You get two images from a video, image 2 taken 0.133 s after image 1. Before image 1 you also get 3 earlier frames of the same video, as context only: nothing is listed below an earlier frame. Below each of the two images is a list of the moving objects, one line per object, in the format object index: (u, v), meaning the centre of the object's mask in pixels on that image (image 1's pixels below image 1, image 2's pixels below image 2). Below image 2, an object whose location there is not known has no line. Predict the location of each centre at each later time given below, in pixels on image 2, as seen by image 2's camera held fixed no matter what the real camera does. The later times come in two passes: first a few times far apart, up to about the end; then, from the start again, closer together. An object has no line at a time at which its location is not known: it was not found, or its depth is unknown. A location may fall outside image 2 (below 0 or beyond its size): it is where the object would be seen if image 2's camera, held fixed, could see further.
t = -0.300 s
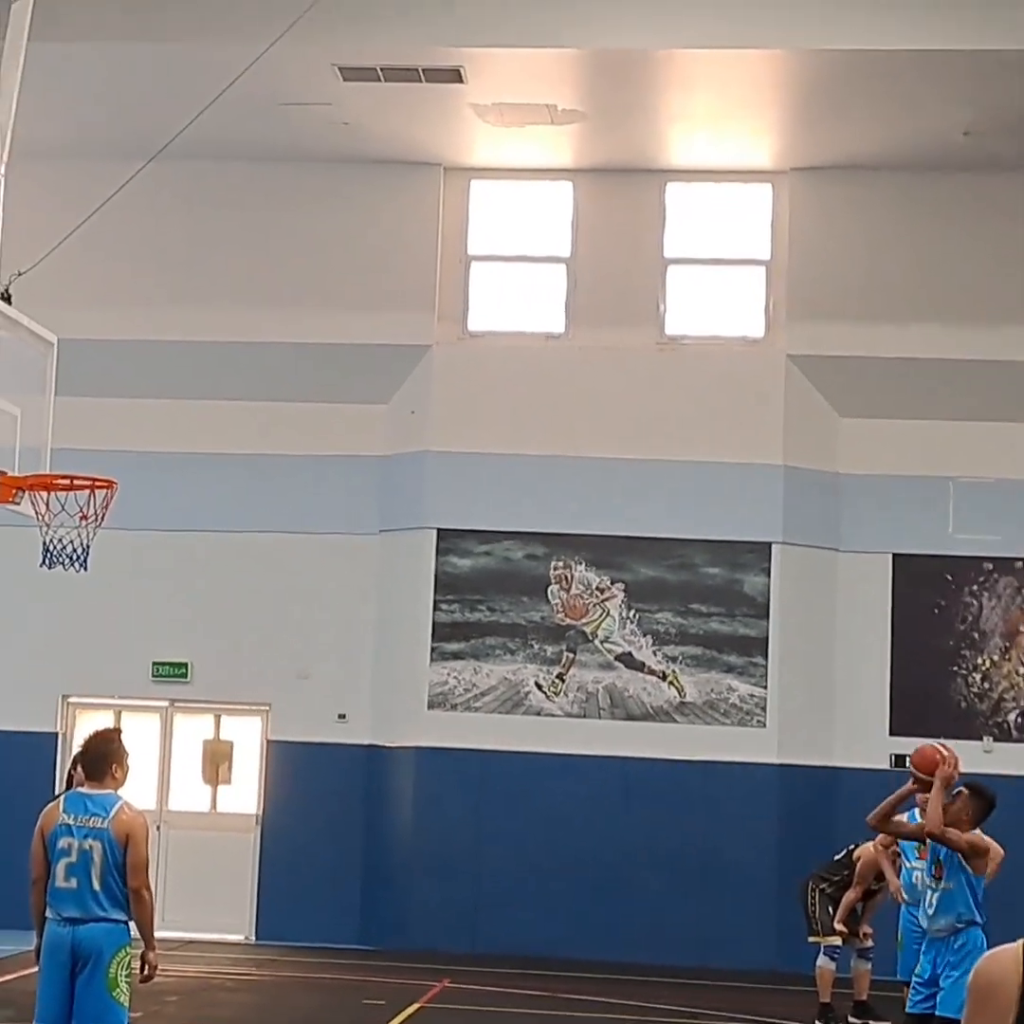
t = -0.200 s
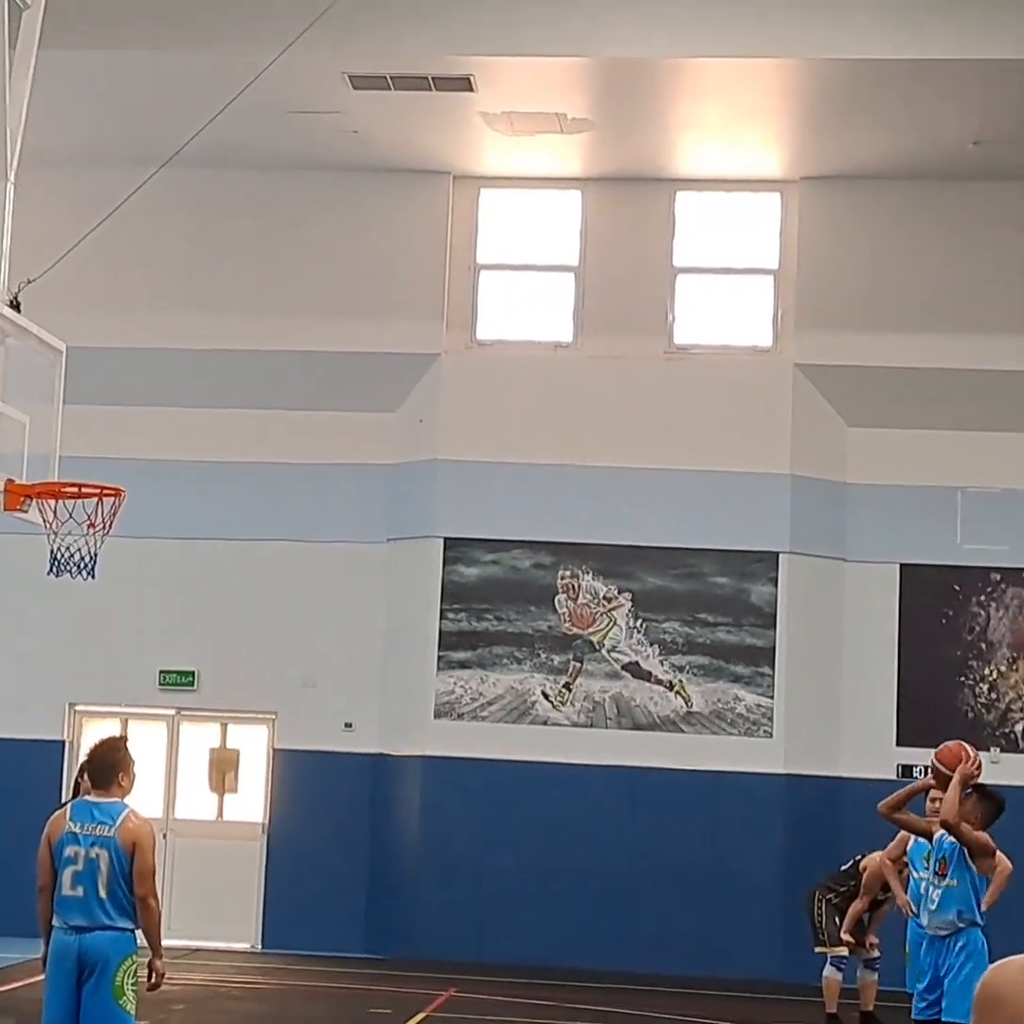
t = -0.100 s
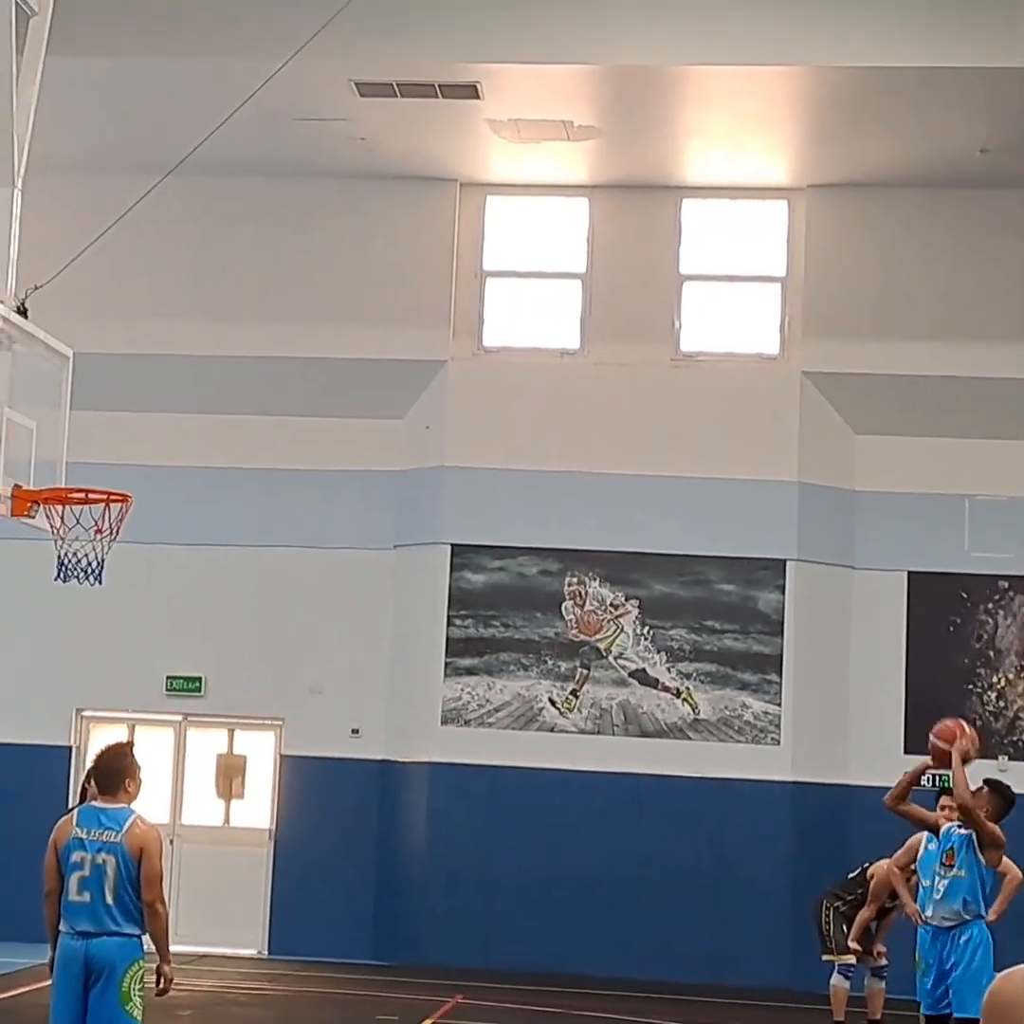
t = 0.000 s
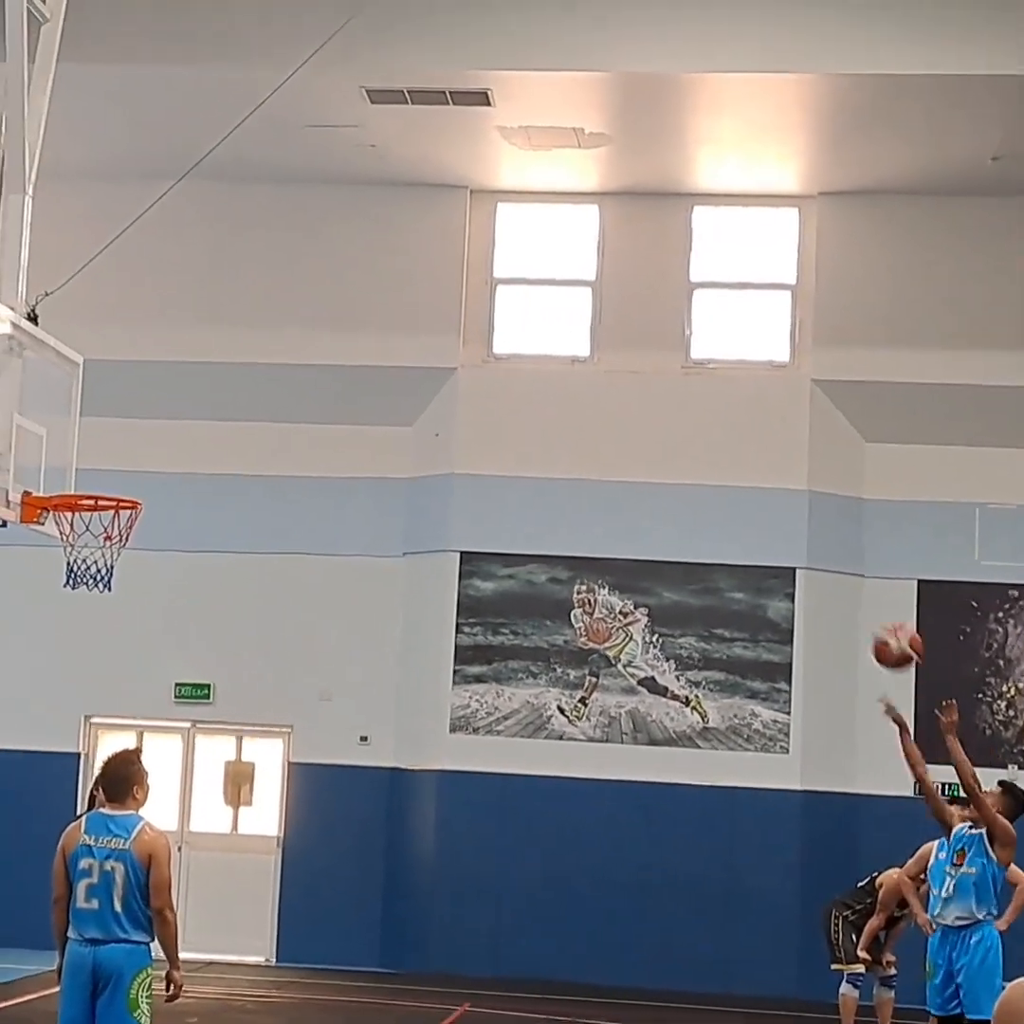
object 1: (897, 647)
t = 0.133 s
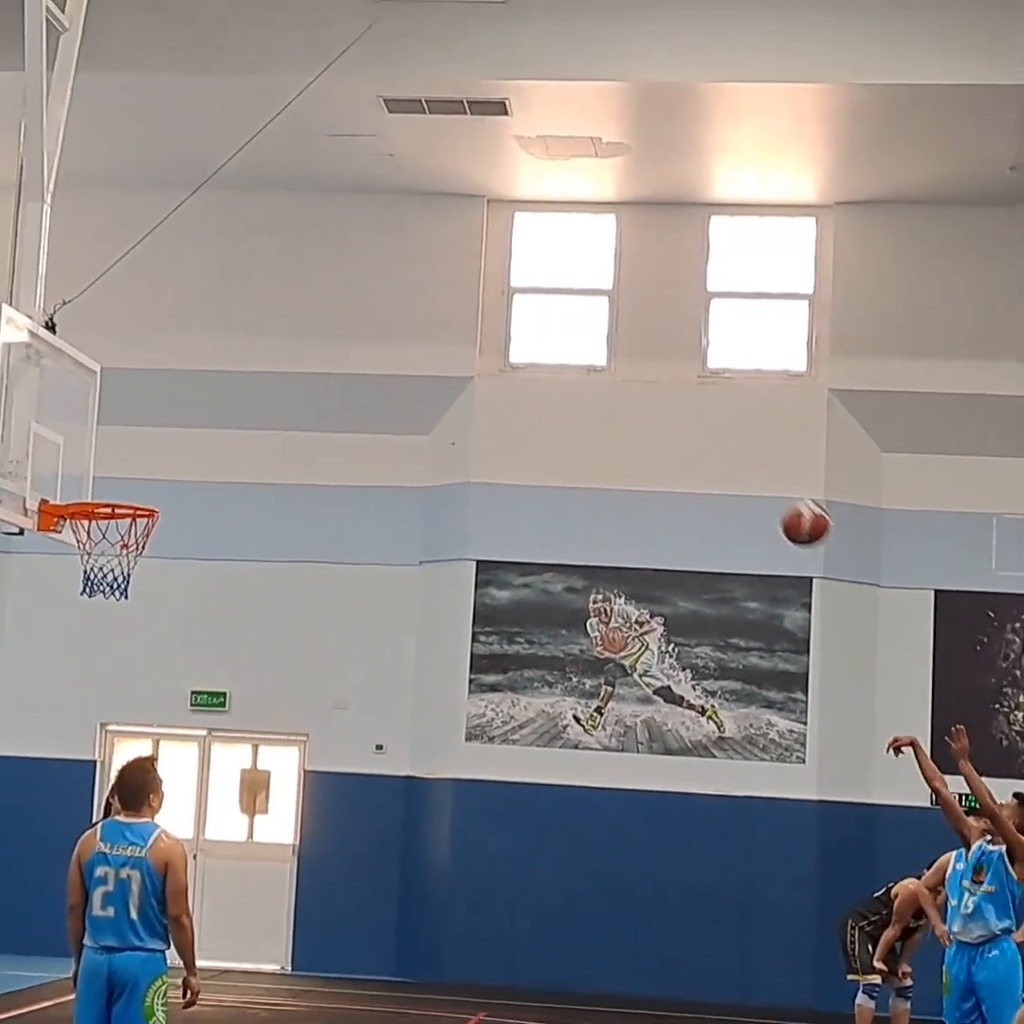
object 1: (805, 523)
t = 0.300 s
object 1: (674, 408)
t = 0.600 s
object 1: (446, 330)
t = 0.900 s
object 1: (219, 420)
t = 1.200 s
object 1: (58, 569)
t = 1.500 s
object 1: (7, 725)
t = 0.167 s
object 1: (778, 496)
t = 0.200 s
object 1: (752, 470)
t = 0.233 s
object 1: (725, 448)
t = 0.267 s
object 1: (700, 426)
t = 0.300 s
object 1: (674, 408)
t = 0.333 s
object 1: (648, 391)
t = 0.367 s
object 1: (623, 376)
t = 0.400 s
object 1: (598, 364)
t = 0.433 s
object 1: (572, 353)
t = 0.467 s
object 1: (546, 344)
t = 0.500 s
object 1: (520, 338)
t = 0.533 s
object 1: (494, 334)
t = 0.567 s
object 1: (471, 331)
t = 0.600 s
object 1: (446, 330)
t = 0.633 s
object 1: (421, 332)
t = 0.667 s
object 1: (396, 336)
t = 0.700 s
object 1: (370, 343)
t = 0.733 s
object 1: (345, 350)
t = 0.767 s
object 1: (320, 361)
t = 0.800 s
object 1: (295, 372)
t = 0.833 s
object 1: (270, 386)
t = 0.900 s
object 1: (219, 420)
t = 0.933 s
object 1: (193, 439)
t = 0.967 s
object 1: (166, 461)
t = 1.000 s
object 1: (140, 485)
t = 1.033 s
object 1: (117, 511)
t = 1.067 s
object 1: (87, 536)
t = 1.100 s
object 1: (73, 554)
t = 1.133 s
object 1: (67, 558)
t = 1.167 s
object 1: (63, 562)
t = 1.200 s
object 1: (58, 569)
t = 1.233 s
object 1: (53, 577)
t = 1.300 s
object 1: (42, 602)
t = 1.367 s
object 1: (31, 634)
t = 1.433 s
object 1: (19, 675)
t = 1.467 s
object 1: (13, 699)
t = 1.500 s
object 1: (7, 725)
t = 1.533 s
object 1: (0, 754)
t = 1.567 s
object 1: (-6, 784)
